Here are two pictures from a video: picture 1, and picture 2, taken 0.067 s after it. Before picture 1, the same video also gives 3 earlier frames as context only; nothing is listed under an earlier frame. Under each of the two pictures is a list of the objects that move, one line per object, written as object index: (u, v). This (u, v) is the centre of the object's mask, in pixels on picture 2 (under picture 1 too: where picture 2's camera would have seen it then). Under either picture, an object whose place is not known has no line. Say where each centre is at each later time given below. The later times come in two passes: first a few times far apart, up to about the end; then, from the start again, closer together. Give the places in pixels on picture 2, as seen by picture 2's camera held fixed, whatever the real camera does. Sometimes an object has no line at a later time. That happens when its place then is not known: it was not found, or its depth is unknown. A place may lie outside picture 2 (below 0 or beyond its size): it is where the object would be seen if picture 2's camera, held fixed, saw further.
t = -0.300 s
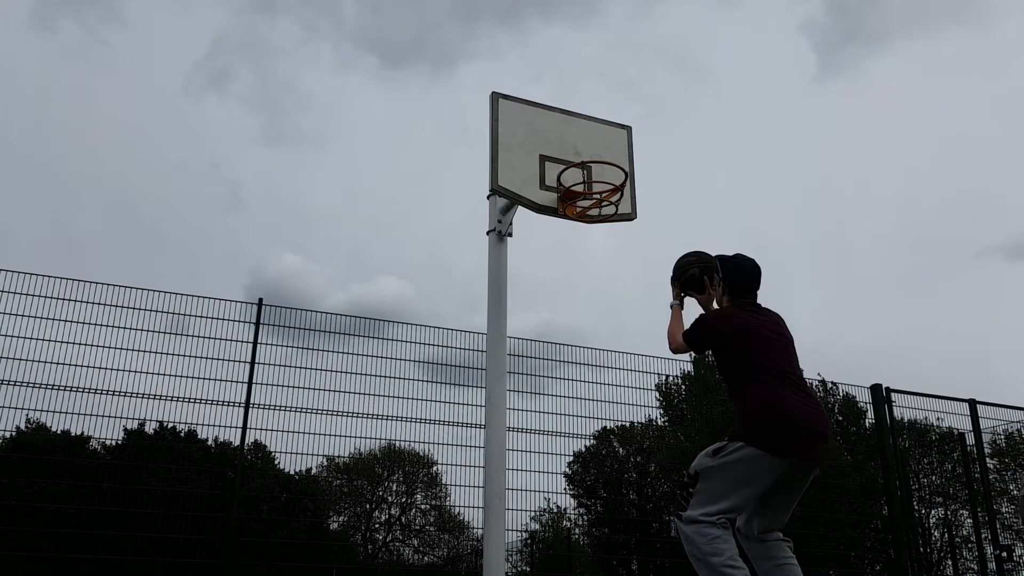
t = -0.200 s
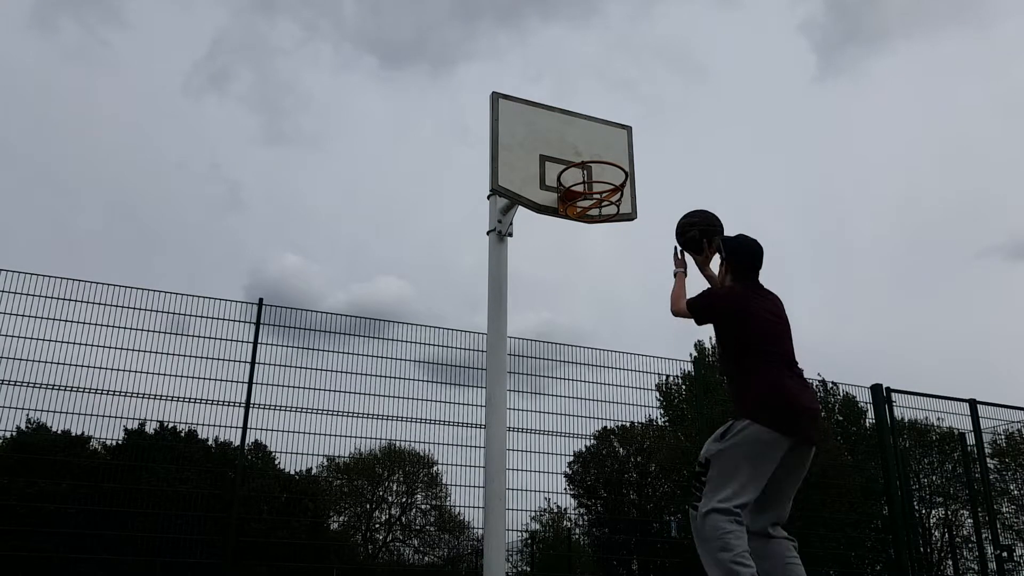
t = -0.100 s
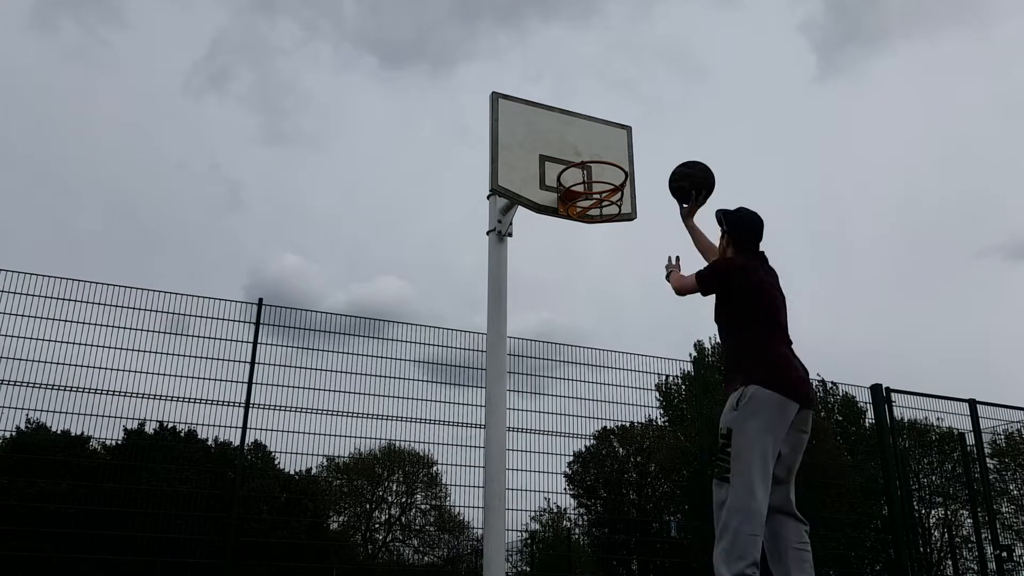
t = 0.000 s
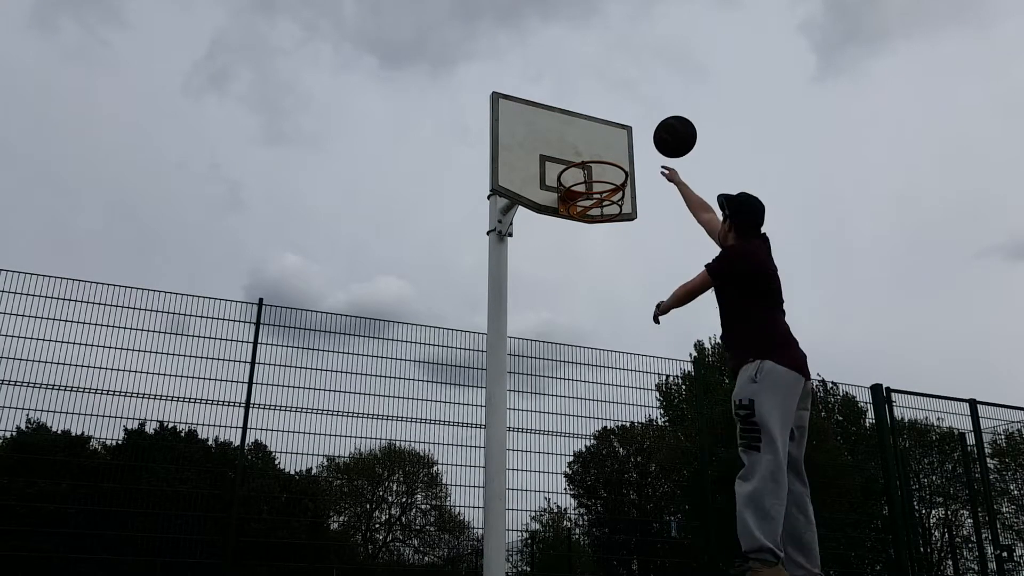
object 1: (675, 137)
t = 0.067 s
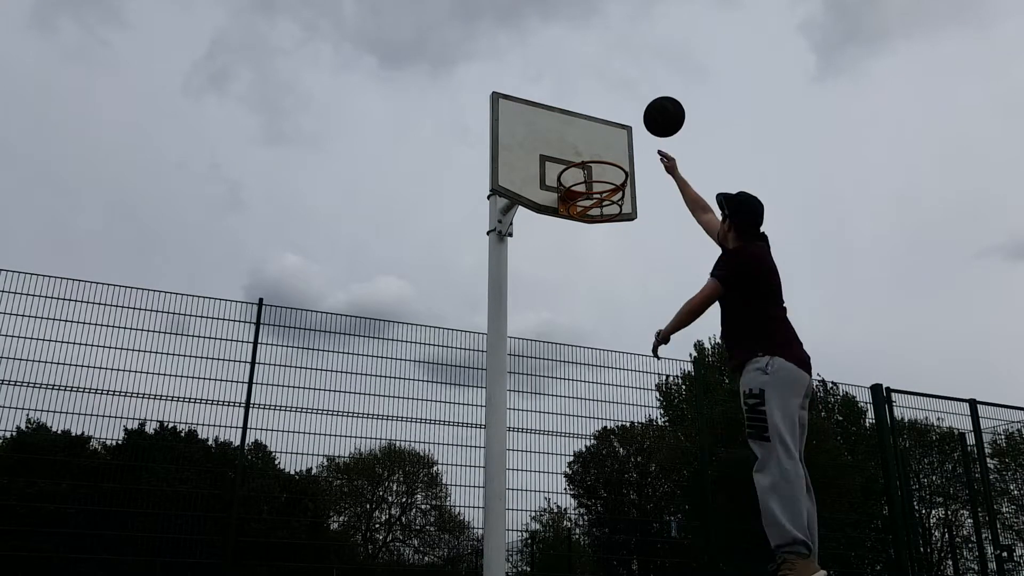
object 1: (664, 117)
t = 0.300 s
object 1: (634, 101)
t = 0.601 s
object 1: (604, 180)
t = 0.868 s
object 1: (588, 182)
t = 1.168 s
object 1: (593, 245)
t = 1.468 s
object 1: (594, 437)
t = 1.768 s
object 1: (578, 501)
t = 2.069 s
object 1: (547, 348)
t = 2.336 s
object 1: (522, 326)
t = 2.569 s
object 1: (498, 389)
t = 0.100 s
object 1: (659, 109)
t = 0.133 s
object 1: (654, 104)
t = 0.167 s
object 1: (650, 100)
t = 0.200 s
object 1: (645, 98)
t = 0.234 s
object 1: (641, 97)
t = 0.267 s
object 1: (637, 98)
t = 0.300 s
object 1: (634, 101)
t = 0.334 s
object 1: (630, 104)
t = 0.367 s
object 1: (626, 109)
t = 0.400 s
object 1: (623, 116)
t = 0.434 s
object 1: (620, 123)
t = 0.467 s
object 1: (616, 132)
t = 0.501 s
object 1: (613, 142)
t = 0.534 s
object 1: (610, 153)
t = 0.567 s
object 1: (607, 165)
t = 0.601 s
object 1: (604, 180)
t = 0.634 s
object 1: (601, 191)
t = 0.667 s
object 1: (595, 188)
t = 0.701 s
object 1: (588, 186)
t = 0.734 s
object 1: (581, 185)
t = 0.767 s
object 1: (581, 183)
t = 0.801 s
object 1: (585, 181)
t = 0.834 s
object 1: (586, 181)
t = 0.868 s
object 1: (588, 182)
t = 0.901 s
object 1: (590, 185)
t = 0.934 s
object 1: (592, 189)
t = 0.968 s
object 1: (594, 196)
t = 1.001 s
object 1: (595, 201)
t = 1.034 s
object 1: (595, 209)
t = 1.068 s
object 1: (595, 214)
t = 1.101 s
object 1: (594, 223)
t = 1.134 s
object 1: (594, 234)
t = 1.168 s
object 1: (593, 245)
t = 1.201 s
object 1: (593, 259)
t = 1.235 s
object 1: (593, 274)
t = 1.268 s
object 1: (593, 292)
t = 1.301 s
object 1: (593, 310)
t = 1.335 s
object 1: (593, 331)
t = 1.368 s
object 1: (593, 354)
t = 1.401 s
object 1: (593, 379)
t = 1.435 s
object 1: (593, 407)
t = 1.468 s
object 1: (594, 437)
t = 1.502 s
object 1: (594, 471)
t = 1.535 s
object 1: (594, 506)
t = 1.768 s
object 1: (578, 501)
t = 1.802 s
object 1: (576, 477)
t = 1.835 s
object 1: (571, 453)
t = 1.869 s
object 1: (567, 432)
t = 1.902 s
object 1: (564, 414)
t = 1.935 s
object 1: (560, 397)
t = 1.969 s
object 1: (557, 382)
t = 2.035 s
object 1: (551, 358)
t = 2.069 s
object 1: (547, 348)
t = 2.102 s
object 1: (544, 340)
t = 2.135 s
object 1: (541, 333)
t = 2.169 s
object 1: (538, 328)
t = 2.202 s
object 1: (535, 325)
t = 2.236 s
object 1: (532, 323)
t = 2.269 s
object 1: (528, 322)
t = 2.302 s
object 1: (525, 323)
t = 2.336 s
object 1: (522, 326)
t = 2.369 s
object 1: (519, 330)
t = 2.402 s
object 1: (515, 336)
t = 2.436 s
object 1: (512, 343)
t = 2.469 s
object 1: (508, 352)
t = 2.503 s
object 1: (505, 362)
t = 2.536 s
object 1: (501, 375)
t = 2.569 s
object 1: (498, 389)
